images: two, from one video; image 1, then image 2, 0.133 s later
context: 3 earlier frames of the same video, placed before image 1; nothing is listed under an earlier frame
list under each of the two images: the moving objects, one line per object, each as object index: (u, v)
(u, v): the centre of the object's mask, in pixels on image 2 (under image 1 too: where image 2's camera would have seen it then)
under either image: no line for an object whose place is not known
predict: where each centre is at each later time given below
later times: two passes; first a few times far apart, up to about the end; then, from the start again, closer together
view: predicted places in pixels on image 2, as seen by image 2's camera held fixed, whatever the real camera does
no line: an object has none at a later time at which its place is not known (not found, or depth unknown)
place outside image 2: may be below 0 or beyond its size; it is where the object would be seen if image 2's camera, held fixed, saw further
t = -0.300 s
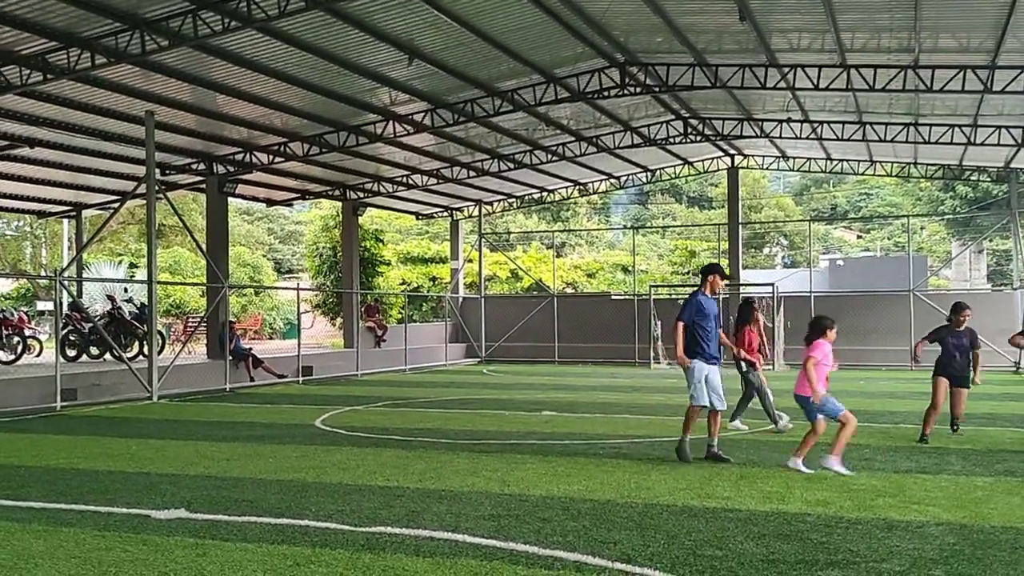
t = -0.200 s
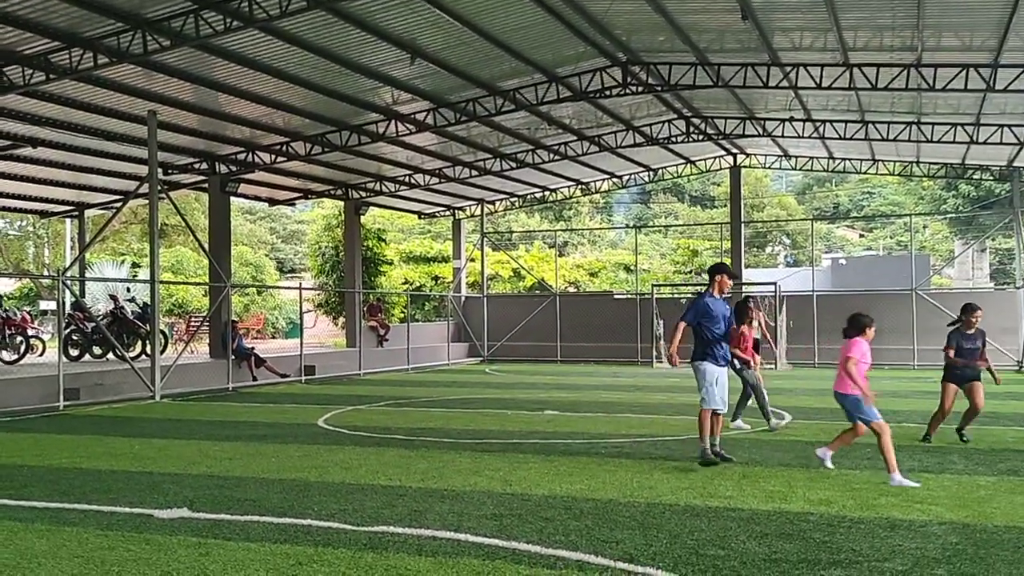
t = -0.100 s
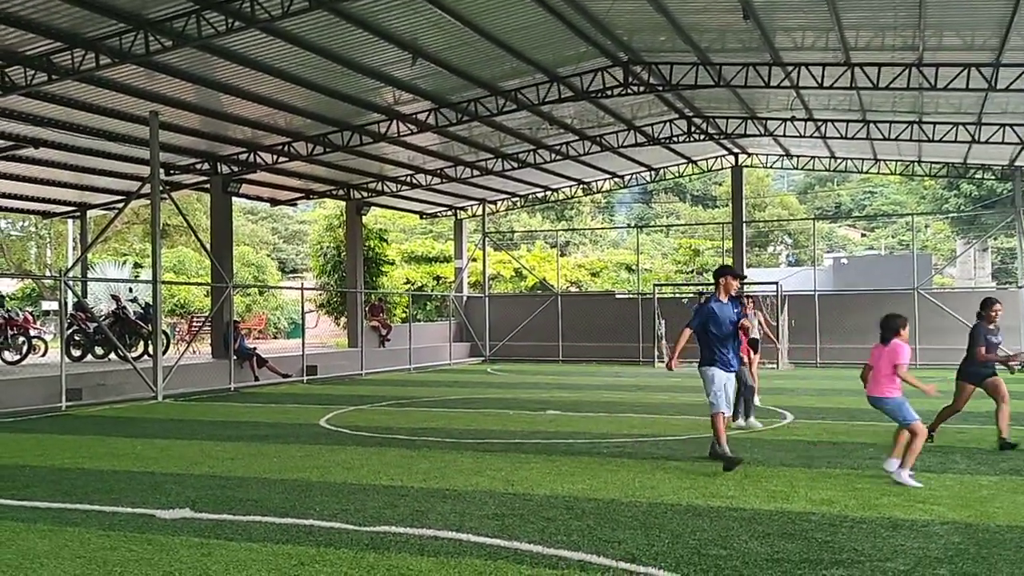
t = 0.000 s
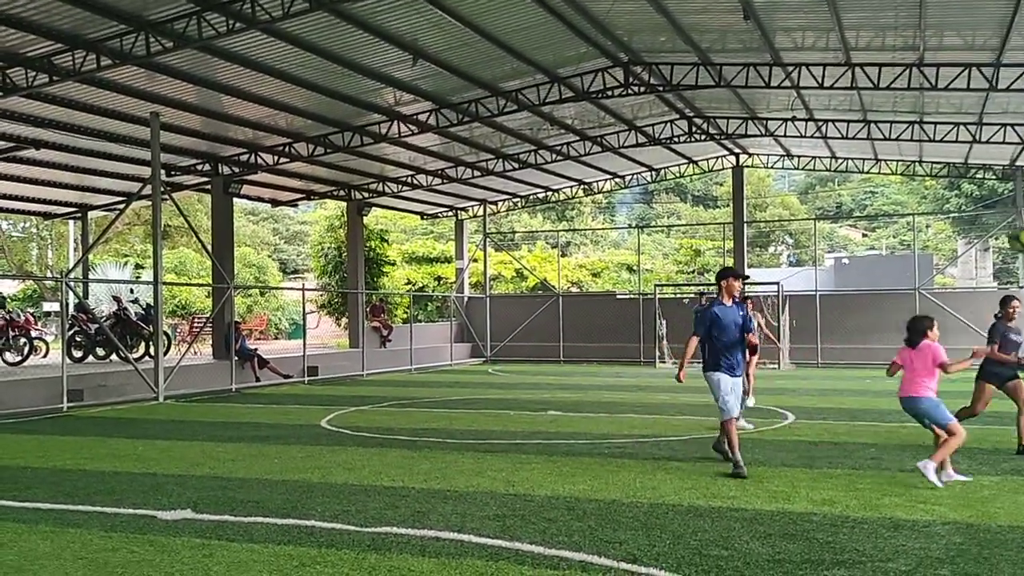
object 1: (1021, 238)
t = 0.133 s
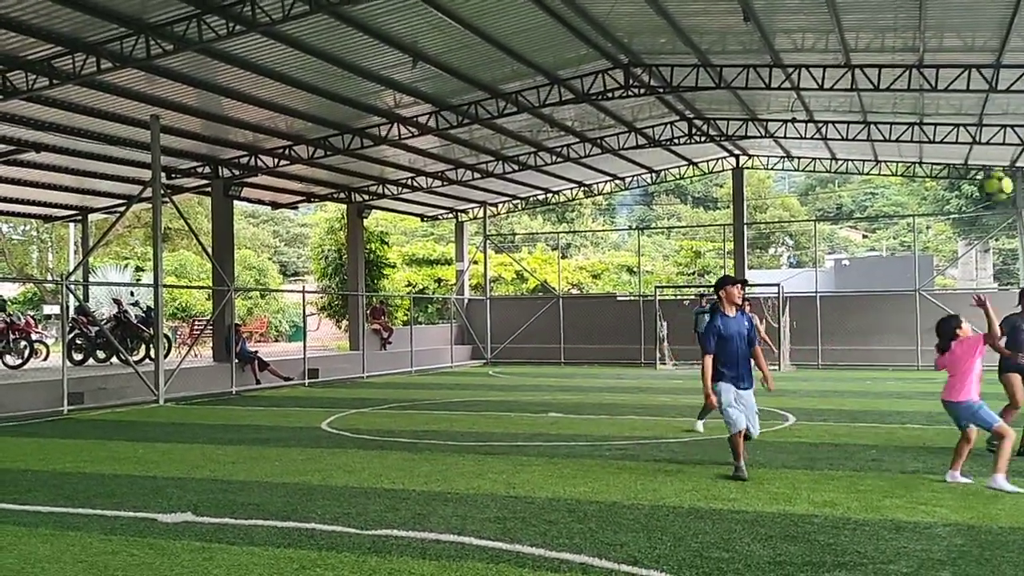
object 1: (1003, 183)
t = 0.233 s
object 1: (978, 158)
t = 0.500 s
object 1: (895, 138)
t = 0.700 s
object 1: (818, 213)
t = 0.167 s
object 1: (994, 173)
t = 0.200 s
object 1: (984, 165)
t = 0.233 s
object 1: (978, 158)
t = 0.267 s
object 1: (967, 146)
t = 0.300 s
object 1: (957, 142)
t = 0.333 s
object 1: (943, 138)
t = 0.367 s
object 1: (941, 133)
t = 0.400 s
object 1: (928, 133)
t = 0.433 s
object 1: (916, 135)
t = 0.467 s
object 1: (905, 132)
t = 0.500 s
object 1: (895, 138)
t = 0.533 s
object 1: (883, 144)
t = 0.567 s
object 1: (869, 152)
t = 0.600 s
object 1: (859, 166)
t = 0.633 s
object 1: (845, 178)
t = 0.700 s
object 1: (818, 213)
